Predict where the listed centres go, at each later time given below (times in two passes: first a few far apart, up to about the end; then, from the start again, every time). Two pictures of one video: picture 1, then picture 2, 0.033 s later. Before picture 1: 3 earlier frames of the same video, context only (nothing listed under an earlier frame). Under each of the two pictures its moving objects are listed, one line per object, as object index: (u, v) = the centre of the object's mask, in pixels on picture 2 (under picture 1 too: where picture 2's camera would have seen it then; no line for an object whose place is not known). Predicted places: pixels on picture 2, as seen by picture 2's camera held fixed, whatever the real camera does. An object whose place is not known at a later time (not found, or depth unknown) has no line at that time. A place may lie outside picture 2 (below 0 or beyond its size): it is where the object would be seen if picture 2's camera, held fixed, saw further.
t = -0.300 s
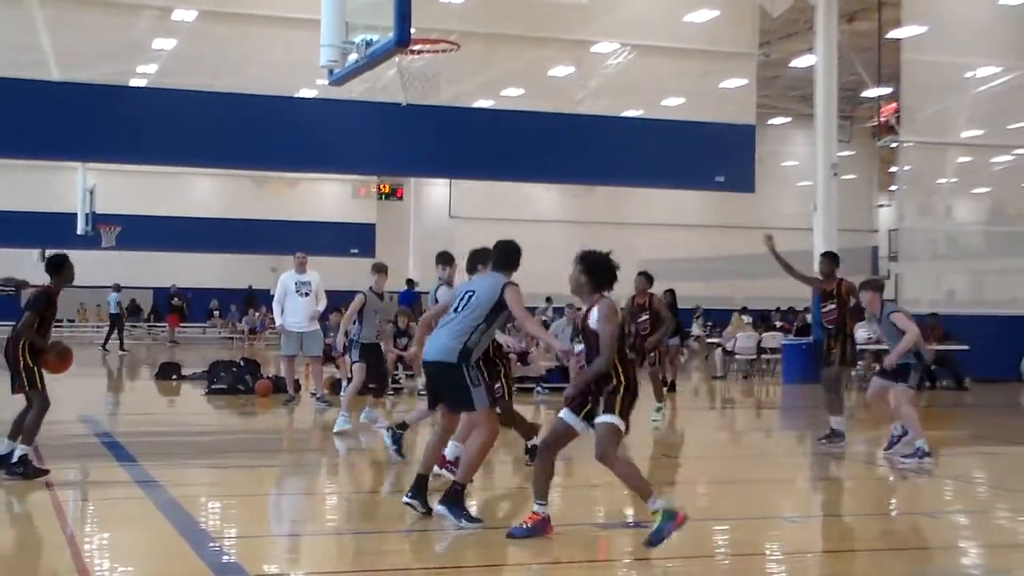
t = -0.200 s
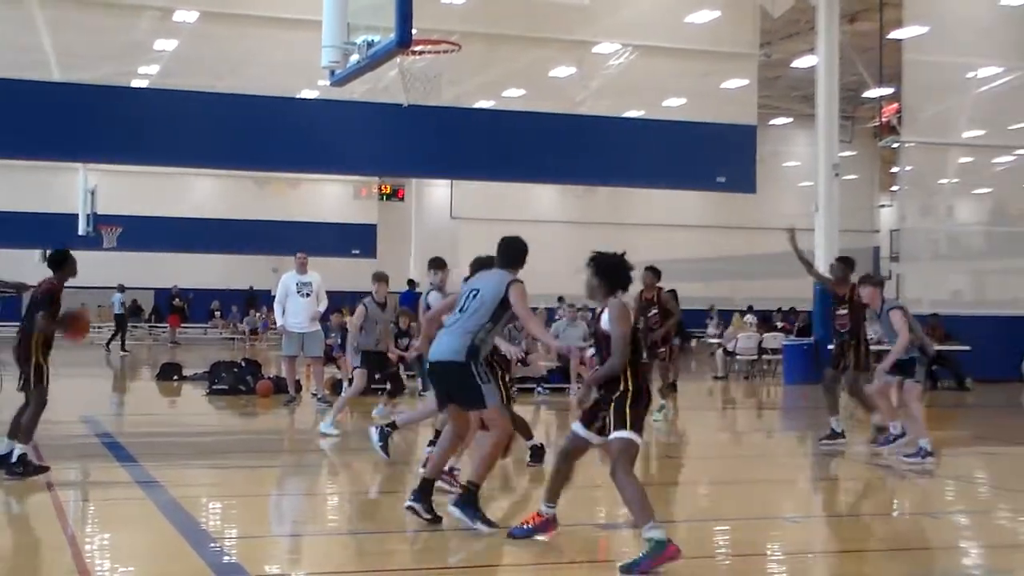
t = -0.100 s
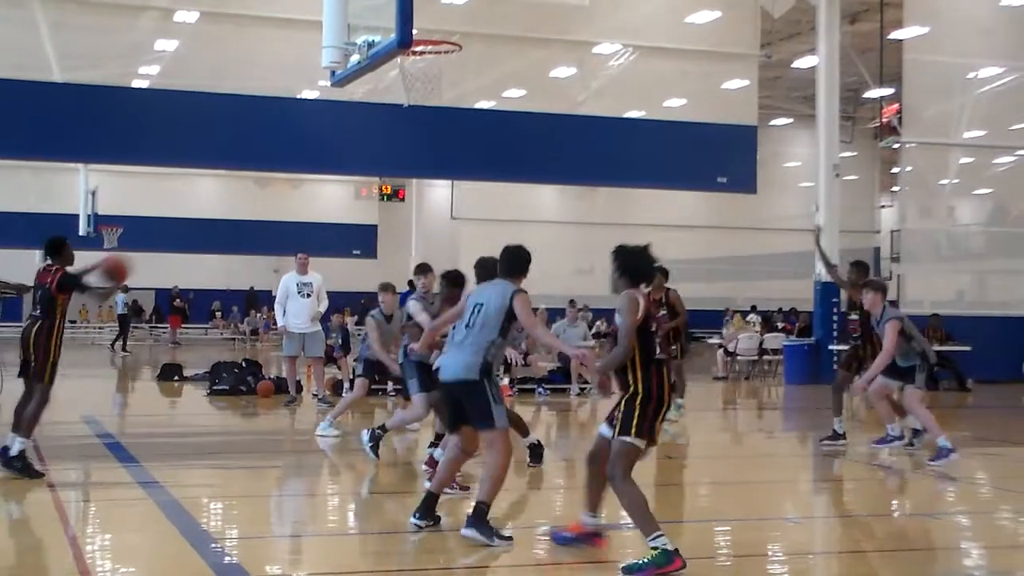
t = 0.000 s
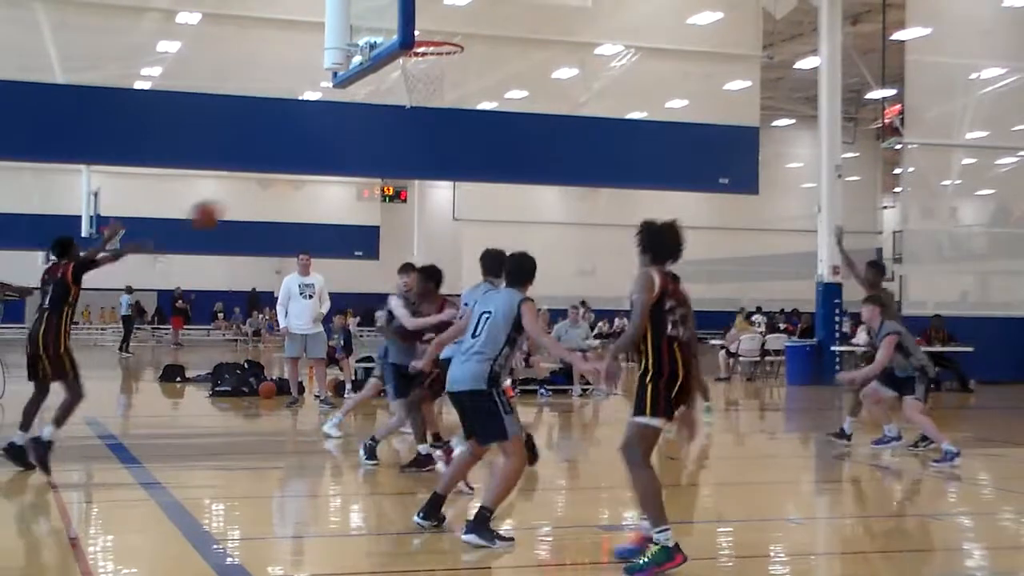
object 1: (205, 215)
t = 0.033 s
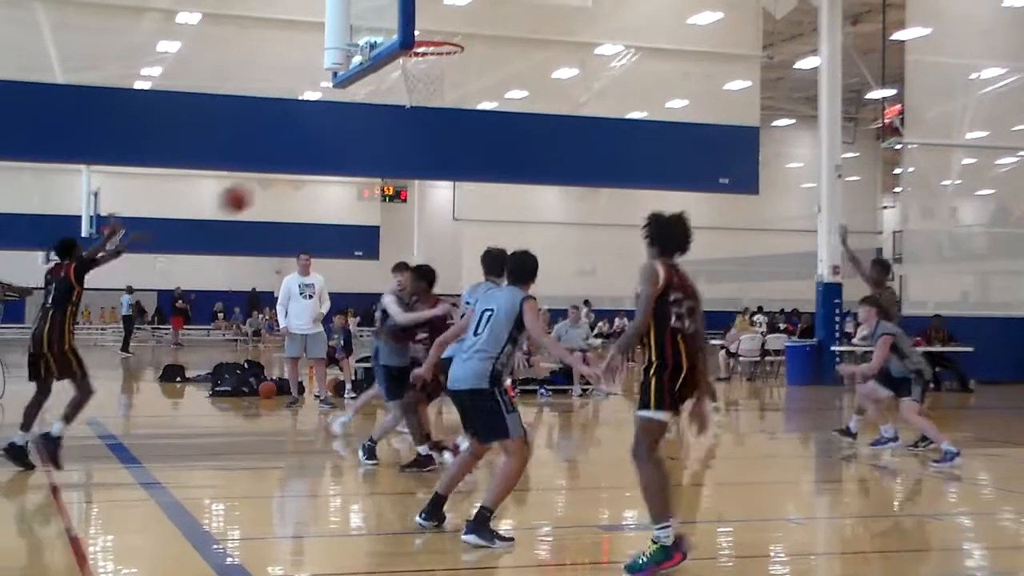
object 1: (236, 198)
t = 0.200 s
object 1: (369, 144)
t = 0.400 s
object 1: (506, 125)
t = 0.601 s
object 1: (621, 143)
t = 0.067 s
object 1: (265, 186)
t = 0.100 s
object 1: (291, 171)
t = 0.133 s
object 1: (317, 160)
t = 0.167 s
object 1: (343, 152)
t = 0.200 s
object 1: (369, 144)
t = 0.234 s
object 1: (393, 137)
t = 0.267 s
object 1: (416, 133)
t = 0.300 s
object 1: (440, 129)
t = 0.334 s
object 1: (462, 126)
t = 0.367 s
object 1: (484, 125)
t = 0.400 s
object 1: (506, 125)
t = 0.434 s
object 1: (526, 126)
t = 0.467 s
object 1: (546, 127)
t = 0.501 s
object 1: (565, 129)
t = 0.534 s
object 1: (584, 133)
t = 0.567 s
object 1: (602, 138)
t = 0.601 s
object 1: (621, 143)
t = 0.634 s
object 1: (639, 150)
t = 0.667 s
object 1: (657, 157)
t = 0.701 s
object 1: (674, 165)
